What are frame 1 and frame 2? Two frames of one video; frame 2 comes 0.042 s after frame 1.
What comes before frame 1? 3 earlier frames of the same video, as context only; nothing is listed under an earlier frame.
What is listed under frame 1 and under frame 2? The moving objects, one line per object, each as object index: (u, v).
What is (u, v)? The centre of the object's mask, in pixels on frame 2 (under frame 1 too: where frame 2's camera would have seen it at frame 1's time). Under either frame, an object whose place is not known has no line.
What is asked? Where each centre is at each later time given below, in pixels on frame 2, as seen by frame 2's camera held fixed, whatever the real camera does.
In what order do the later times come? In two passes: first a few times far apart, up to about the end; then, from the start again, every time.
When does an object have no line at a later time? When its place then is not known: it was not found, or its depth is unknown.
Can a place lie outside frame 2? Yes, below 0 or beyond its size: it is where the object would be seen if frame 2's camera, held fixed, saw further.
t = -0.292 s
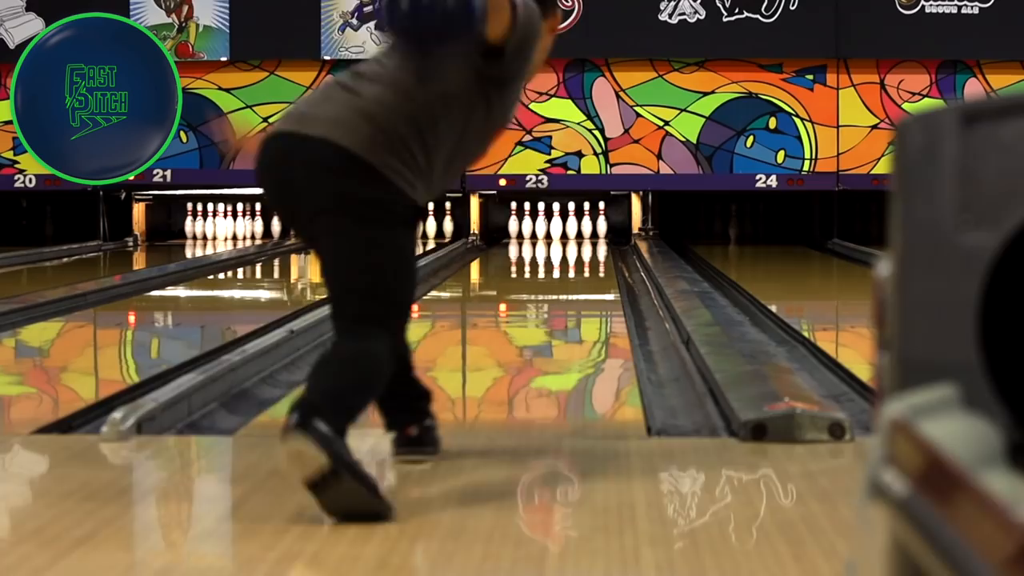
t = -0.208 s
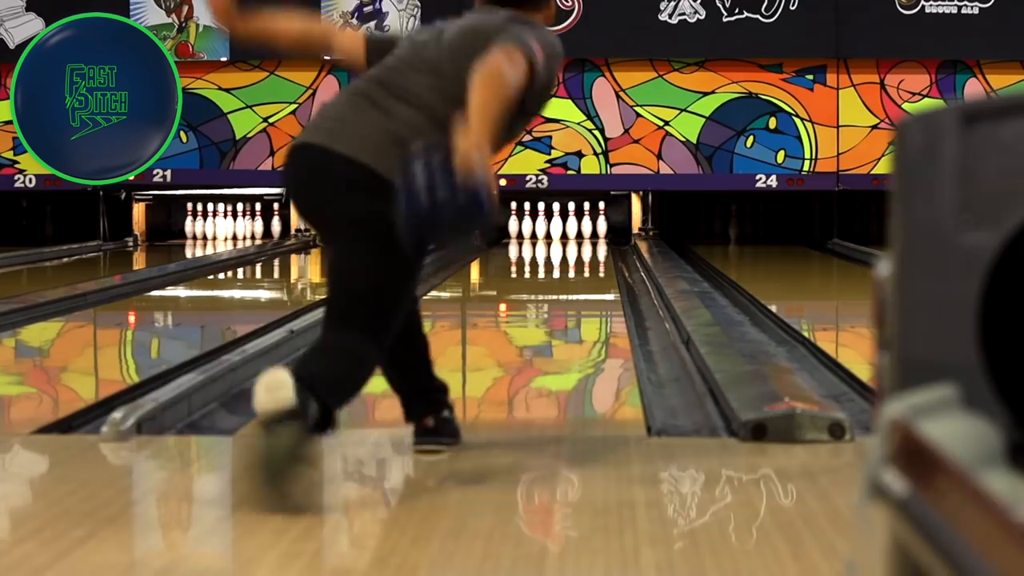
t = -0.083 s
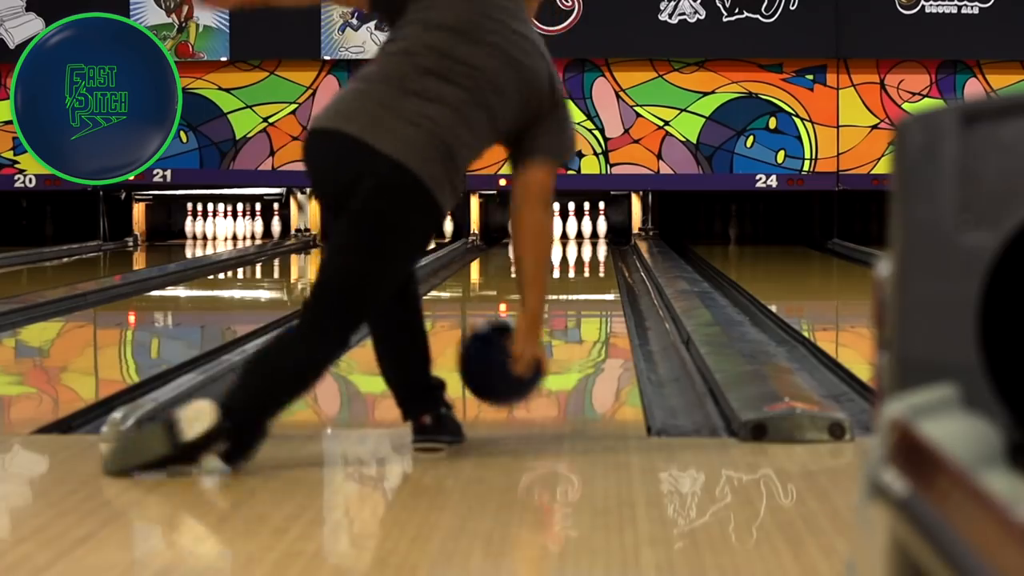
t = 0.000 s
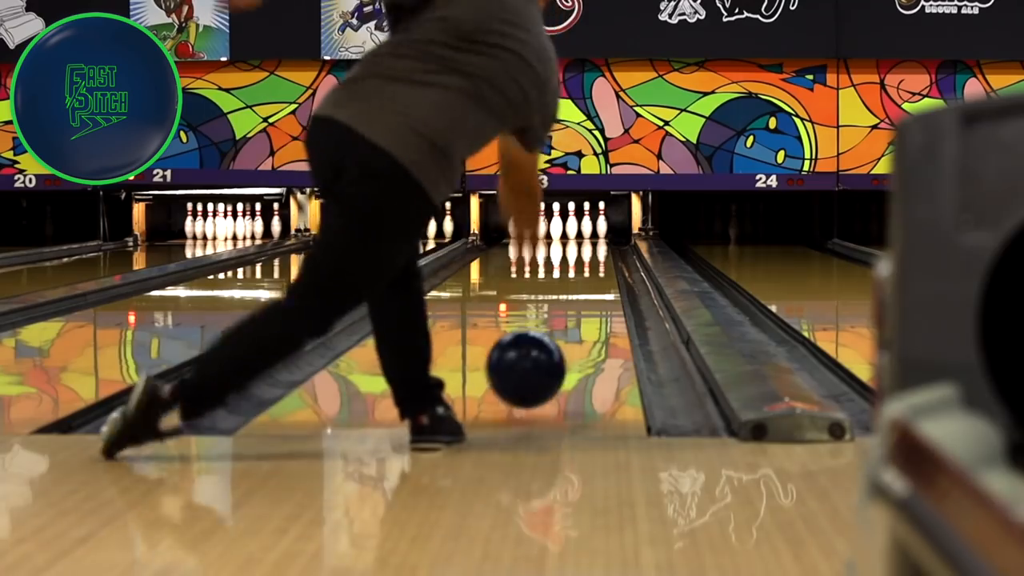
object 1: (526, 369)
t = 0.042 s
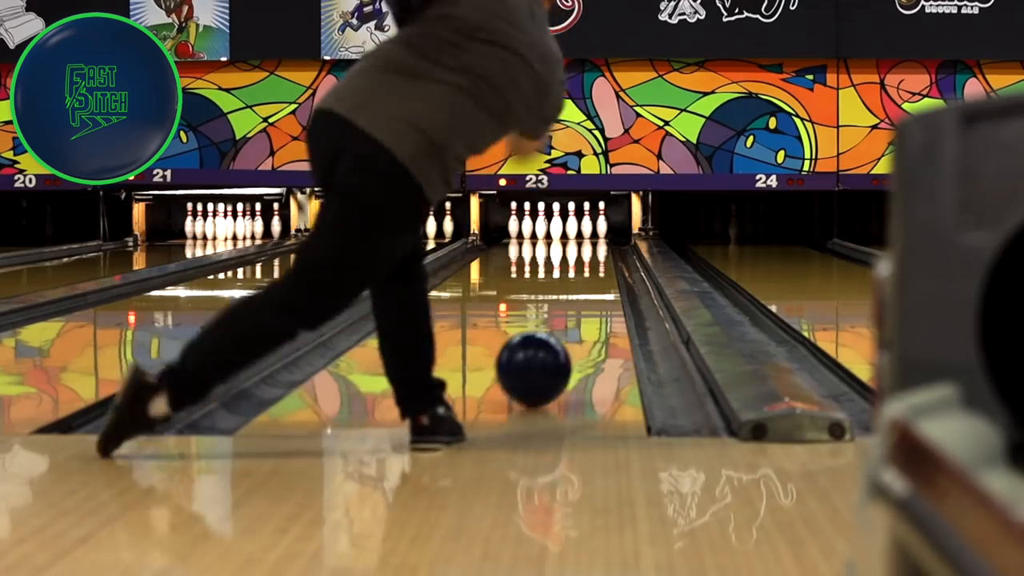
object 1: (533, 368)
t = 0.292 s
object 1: (566, 325)
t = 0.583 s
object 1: (588, 295)
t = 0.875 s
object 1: (599, 274)
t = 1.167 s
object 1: (604, 259)
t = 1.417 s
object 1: (605, 250)
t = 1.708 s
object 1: (601, 242)
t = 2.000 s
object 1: (590, 235)
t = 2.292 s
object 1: (575, 230)
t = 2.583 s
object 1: (574, 229)
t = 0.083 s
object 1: (540, 357)
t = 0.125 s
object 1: (546, 351)
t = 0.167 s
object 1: (552, 343)
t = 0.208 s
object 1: (557, 337)
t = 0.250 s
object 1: (561, 331)
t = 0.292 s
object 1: (566, 325)
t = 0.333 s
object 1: (569, 319)
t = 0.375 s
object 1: (573, 315)
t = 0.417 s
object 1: (576, 310)
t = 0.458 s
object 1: (580, 306)
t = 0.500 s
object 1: (582, 302)
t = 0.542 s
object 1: (585, 298)
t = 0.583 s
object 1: (588, 295)
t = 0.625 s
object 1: (590, 291)
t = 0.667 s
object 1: (592, 288)
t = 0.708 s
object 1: (593, 284)
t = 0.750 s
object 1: (595, 281)
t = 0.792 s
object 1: (597, 278)
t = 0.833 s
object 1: (598, 276)
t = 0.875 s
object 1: (599, 274)
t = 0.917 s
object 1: (600, 271)
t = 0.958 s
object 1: (601, 269)
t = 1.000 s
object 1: (602, 267)
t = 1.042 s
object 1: (603, 265)
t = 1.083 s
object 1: (603, 263)
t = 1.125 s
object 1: (603, 261)
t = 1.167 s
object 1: (604, 259)
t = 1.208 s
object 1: (605, 258)
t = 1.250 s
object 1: (604, 257)
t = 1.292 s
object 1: (605, 255)
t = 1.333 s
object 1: (606, 253)
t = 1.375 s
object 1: (605, 252)
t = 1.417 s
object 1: (605, 250)
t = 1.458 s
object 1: (605, 249)
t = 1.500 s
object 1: (605, 248)
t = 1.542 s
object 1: (604, 247)
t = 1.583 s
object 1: (604, 246)
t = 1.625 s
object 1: (603, 244)
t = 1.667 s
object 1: (602, 243)
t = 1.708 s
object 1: (601, 242)
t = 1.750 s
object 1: (600, 241)
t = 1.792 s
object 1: (599, 240)
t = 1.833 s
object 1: (597, 239)
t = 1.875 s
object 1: (596, 238)
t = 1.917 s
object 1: (594, 237)
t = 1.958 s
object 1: (592, 236)
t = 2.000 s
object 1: (590, 235)
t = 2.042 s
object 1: (589, 235)
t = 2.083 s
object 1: (587, 234)
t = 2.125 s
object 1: (585, 233)
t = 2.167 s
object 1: (582, 232)
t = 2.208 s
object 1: (580, 232)
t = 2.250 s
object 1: (578, 231)
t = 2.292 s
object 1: (575, 230)
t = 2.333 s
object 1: (573, 229)
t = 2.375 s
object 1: (572, 228)
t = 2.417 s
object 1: (572, 228)
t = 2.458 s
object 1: (572, 227)
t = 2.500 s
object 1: (572, 227)
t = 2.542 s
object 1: (573, 228)
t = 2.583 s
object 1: (574, 229)
